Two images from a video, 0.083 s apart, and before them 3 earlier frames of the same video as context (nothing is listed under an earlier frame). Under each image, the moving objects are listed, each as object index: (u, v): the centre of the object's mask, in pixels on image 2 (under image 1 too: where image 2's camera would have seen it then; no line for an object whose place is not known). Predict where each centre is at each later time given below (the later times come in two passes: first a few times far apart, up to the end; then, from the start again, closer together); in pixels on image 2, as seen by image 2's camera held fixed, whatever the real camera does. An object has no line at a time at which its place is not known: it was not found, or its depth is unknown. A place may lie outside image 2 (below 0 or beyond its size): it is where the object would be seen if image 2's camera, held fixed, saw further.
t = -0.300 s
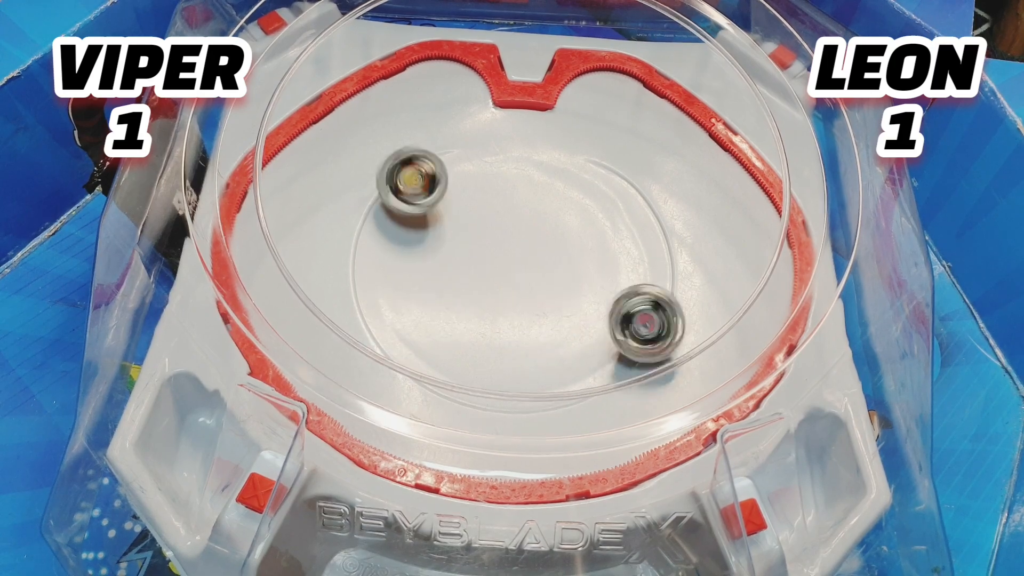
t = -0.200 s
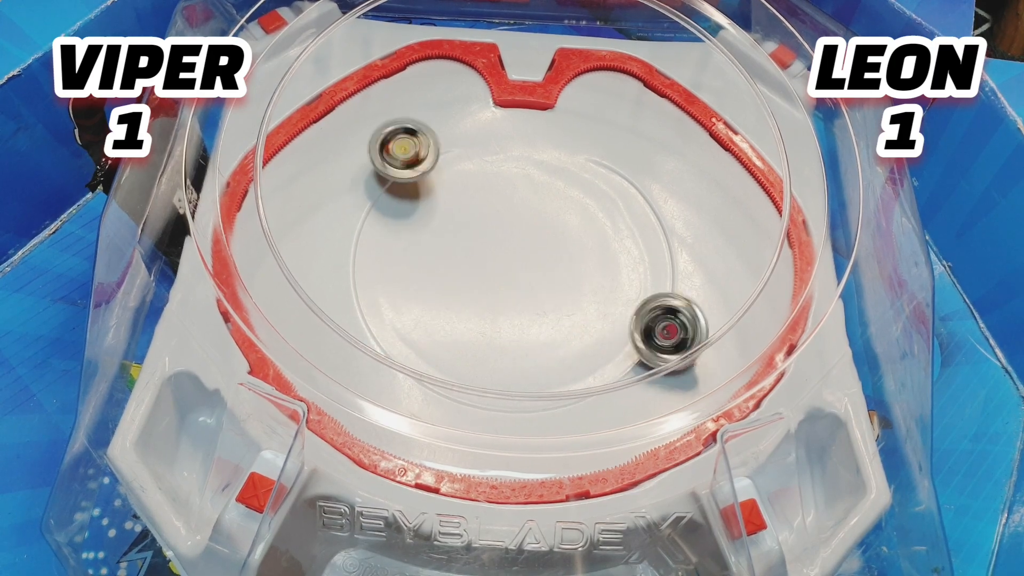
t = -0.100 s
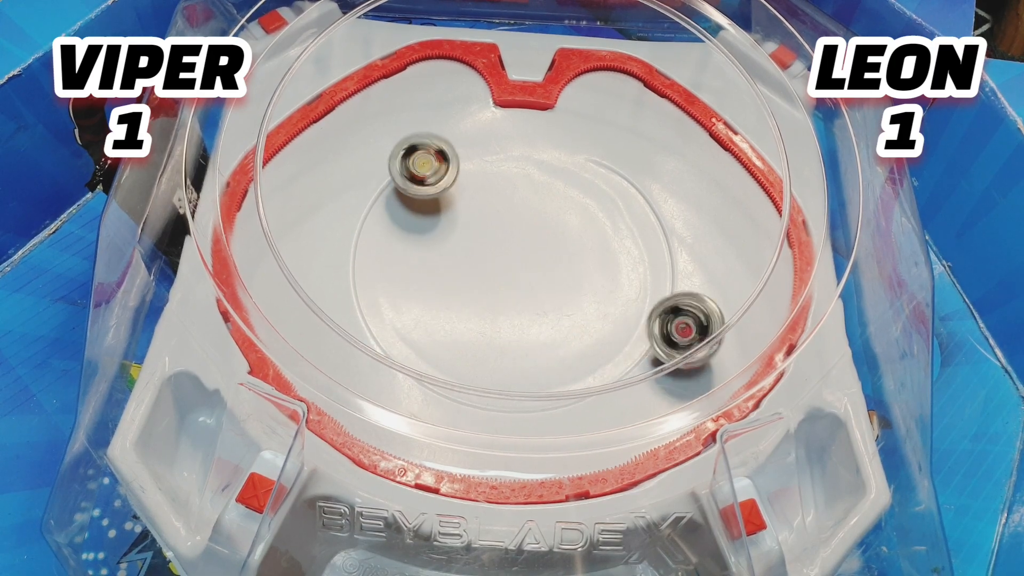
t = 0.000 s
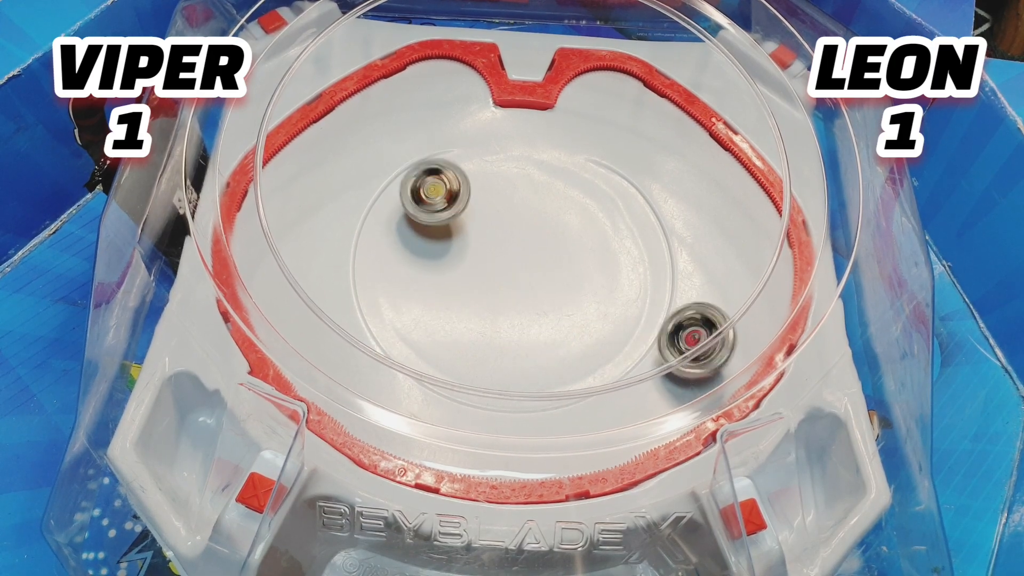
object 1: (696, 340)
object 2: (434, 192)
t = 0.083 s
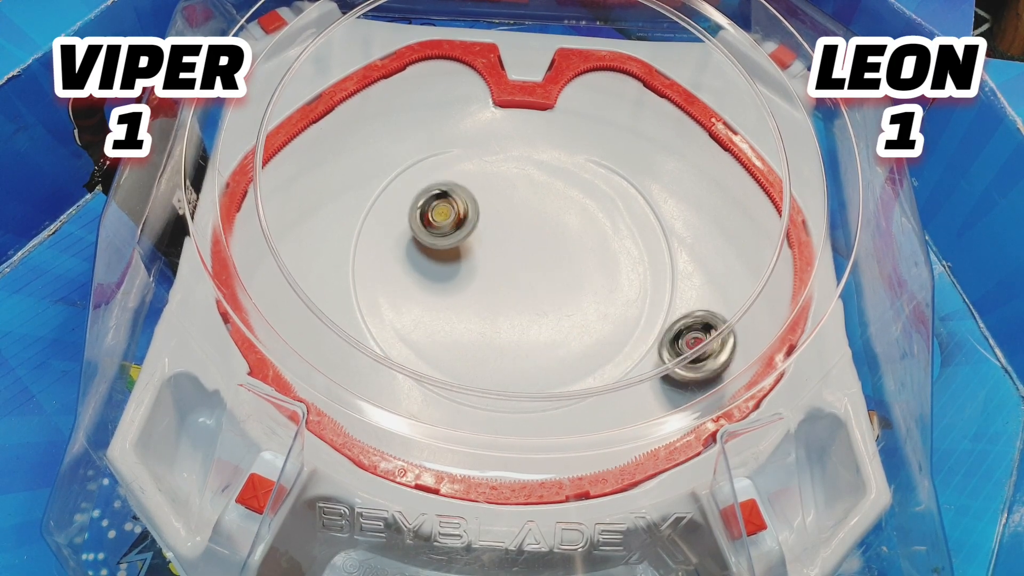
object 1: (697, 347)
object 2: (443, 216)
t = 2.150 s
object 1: (482, 273)
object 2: (575, 253)
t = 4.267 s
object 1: (490, 279)
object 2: (504, 207)
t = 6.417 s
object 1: (526, 186)
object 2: (453, 285)
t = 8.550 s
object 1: (512, 242)
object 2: (526, 314)
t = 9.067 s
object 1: (504, 204)
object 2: (562, 344)
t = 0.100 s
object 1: (697, 347)
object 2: (445, 220)
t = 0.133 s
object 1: (696, 347)
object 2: (447, 228)
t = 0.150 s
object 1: (696, 346)
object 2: (448, 233)
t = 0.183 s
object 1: (696, 346)
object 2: (450, 241)
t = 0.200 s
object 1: (695, 346)
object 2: (451, 245)
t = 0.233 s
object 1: (695, 346)
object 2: (452, 253)
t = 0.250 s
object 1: (694, 346)
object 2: (453, 257)
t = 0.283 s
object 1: (692, 345)
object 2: (454, 265)
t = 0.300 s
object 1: (691, 346)
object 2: (454, 270)
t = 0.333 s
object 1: (688, 344)
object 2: (455, 277)
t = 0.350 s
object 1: (686, 343)
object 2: (456, 281)
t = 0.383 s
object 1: (680, 342)
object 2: (456, 288)
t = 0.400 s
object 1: (672, 336)
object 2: (456, 292)
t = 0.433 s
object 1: (668, 336)
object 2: (456, 299)
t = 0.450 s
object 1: (665, 335)
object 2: (456, 301)
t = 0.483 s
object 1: (659, 333)
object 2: (456, 307)
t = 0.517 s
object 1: (649, 324)
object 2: (456, 312)
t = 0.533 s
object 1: (641, 323)
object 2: (456, 315)
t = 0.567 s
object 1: (629, 309)
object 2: (456, 319)
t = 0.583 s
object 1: (621, 303)
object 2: (456, 322)
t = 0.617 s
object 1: (608, 288)
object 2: (456, 325)
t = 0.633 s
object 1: (602, 280)
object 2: (456, 327)
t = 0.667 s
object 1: (590, 263)
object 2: (456, 329)
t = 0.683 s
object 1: (585, 255)
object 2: (457, 331)
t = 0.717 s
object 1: (573, 238)
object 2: (457, 332)
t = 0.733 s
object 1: (568, 230)
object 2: (457, 332)
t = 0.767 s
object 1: (559, 214)
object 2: (459, 332)
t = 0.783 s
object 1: (555, 206)
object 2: (460, 333)
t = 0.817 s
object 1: (547, 190)
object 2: (461, 332)
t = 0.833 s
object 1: (543, 182)
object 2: (463, 331)
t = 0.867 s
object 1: (535, 169)
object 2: (466, 329)
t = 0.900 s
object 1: (528, 158)
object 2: (469, 327)
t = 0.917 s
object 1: (526, 155)
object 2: (470, 325)
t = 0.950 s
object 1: (522, 150)
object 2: (475, 322)
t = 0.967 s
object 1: (521, 148)
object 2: (477, 320)
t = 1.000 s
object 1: (521, 148)
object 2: (482, 316)
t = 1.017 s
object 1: (521, 149)
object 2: (484, 315)
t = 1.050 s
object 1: (521, 151)
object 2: (490, 311)
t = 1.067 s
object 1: (521, 152)
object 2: (493, 309)
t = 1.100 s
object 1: (520, 156)
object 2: (498, 305)
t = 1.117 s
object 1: (519, 158)
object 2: (502, 303)
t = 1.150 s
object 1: (518, 163)
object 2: (508, 299)
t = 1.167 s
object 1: (518, 165)
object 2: (511, 297)
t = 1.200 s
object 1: (516, 170)
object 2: (518, 293)
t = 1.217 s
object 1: (515, 173)
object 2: (521, 291)
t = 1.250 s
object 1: (513, 178)
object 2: (528, 287)
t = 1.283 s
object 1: (511, 182)
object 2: (535, 284)
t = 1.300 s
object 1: (511, 184)
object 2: (539, 282)
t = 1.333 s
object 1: (510, 189)
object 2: (546, 279)
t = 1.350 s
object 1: (510, 191)
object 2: (550, 277)
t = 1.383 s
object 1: (511, 195)
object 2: (557, 274)
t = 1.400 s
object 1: (511, 198)
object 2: (560, 273)
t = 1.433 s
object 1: (512, 204)
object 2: (567, 270)
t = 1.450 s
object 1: (513, 207)
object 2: (571, 269)
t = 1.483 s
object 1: (513, 216)
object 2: (577, 266)
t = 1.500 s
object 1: (513, 221)
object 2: (580, 266)
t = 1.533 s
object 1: (514, 232)
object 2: (586, 264)
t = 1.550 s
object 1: (514, 237)
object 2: (589, 263)
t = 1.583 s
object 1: (514, 248)
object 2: (595, 262)
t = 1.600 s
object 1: (513, 253)
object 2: (597, 261)
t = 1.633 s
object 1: (511, 262)
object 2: (602, 260)
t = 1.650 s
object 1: (509, 267)
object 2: (604, 260)
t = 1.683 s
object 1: (507, 275)
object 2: (608, 260)
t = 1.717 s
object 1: (503, 281)
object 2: (611, 260)
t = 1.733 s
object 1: (502, 284)
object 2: (612, 259)
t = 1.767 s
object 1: (499, 286)
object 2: (614, 260)
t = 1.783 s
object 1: (497, 287)
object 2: (614, 260)
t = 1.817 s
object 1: (493, 289)
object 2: (615, 260)
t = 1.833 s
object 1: (491, 288)
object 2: (614, 260)
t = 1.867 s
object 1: (488, 289)
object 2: (614, 260)
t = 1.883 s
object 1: (486, 289)
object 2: (613, 260)
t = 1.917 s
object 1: (484, 288)
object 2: (610, 260)
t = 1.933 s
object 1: (484, 288)
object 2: (608, 260)
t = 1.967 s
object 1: (482, 286)
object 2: (605, 260)
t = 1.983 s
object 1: (482, 285)
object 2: (602, 260)
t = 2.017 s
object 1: (481, 283)
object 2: (597, 259)
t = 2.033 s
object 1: (481, 281)
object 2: (595, 258)
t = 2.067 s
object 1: (481, 279)
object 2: (589, 257)
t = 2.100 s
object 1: (481, 277)
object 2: (583, 255)
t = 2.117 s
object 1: (481, 275)
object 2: (581, 255)
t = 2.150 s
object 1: (482, 273)
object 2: (575, 253)
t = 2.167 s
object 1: (482, 271)
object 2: (571, 252)
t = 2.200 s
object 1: (484, 268)
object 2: (565, 249)
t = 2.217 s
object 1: (484, 267)
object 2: (562, 247)
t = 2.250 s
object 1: (486, 263)
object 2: (556, 244)
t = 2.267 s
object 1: (487, 261)
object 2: (553, 242)
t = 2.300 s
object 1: (485, 258)
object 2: (555, 239)
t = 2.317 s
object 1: (483, 251)
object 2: (557, 238)
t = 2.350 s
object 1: (478, 246)
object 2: (561, 235)
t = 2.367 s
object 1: (478, 243)
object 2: (561, 234)
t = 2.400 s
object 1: (477, 239)
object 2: (559, 230)
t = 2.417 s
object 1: (479, 238)
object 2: (558, 228)
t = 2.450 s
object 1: (481, 239)
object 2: (555, 222)
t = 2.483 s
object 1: (483, 239)
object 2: (554, 217)
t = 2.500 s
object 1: (485, 240)
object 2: (553, 215)
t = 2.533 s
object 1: (485, 241)
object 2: (555, 210)
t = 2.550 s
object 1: (476, 243)
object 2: (567, 207)
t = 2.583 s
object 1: (459, 248)
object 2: (588, 199)
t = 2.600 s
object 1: (454, 249)
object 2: (596, 196)
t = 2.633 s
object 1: (445, 254)
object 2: (607, 192)
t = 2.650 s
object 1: (443, 254)
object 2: (610, 190)
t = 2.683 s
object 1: (441, 258)
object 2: (612, 188)
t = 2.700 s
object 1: (441, 260)
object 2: (614, 186)
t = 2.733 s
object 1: (442, 262)
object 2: (617, 183)
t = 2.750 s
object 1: (442, 263)
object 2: (618, 183)
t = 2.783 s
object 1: (443, 264)
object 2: (623, 182)
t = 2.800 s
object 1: (443, 264)
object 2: (624, 183)
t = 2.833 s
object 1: (444, 264)
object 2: (627, 183)
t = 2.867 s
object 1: (446, 265)
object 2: (629, 185)
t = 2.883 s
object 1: (447, 265)
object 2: (630, 187)
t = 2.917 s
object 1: (449, 265)
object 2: (631, 190)
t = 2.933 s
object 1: (450, 265)
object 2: (631, 191)
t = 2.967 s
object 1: (452, 265)
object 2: (629, 196)
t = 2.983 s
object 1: (454, 265)
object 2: (628, 198)
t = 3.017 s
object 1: (456, 265)
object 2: (625, 202)
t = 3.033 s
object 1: (457, 264)
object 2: (624, 205)
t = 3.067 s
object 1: (460, 265)
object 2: (619, 209)
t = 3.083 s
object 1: (461, 265)
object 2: (615, 212)
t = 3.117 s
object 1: (462, 266)
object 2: (608, 216)
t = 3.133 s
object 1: (464, 267)
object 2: (604, 218)
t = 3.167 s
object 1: (465, 269)
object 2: (597, 221)
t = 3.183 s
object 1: (466, 269)
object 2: (592, 223)
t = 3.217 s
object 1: (467, 271)
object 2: (582, 226)
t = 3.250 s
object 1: (467, 273)
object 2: (573, 228)
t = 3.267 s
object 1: (467, 273)
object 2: (568, 228)
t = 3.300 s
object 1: (469, 274)
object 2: (558, 229)
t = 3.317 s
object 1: (468, 275)
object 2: (553, 229)
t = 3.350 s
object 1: (468, 275)
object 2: (544, 227)
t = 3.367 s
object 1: (468, 276)
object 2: (539, 226)
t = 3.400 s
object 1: (468, 276)
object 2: (529, 223)
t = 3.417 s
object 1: (468, 276)
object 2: (525, 222)
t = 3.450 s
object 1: (468, 277)
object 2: (517, 218)
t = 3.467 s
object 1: (467, 277)
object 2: (513, 215)
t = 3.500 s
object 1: (466, 278)
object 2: (505, 210)
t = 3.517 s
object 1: (466, 278)
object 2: (501, 207)
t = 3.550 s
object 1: (466, 277)
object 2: (496, 201)
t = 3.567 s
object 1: (465, 277)
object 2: (493, 199)
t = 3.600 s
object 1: (466, 276)
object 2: (488, 192)
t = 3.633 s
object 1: (466, 275)
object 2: (484, 185)
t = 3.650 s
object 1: (466, 275)
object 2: (483, 182)
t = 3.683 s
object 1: (467, 273)
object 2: (480, 177)
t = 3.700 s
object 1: (468, 273)
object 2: (479, 174)
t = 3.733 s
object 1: (469, 272)
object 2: (478, 168)
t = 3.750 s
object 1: (470, 271)
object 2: (478, 166)
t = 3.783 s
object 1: (472, 270)
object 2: (478, 162)
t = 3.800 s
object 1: (473, 270)
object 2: (479, 161)
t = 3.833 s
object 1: (475, 270)
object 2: (480, 158)
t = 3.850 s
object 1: (476, 270)
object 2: (481, 156)
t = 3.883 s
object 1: (478, 270)
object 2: (483, 155)
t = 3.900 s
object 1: (479, 270)
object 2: (485, 154)
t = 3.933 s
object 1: (481, 270)
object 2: (487, 155)
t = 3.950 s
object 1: (482, 270)
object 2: (489, 155)
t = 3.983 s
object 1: (484, 270)
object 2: (492, 157)
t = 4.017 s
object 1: (486, 271)
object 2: (495, 160)
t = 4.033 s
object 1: (486, 272)
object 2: (497, 162)
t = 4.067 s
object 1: (487, 273)
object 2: (499, 166)
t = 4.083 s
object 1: (489, 274)
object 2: (501, 168)
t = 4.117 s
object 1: (489, 275)
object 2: (503, 174)
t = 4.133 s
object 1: (489, 275)
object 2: (504, 177)
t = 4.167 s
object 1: (490, 276)
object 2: (505, 184)
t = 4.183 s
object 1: (490, 277)
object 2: (505, 187)
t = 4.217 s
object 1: (490, 277)
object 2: (505, 195)
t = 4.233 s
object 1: (490, 278)
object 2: (505, 198)
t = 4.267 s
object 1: (490, 279)
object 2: (504, 207)
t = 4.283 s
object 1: (490, 279)
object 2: (503, 210)
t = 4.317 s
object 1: (489, 279)
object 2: (501, 217)
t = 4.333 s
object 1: (487, 282)
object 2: (501, 219)
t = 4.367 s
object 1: (464, 308)
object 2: (517, 206)
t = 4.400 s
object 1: (446, 329)
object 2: (532, 190)
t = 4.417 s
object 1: (437, 339)
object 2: (538, 186)
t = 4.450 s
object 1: (425, 358)
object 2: (549, 176)
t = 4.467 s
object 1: (420, 365)
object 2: (553, 173)
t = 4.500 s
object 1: (418, 372)
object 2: (560, 169)
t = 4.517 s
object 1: (417, 372)
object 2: (562, 169)
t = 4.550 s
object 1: (416, 380)
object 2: (564, 170)
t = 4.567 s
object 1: (415, 380)
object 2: (563, 170)
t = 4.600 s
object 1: (413, 385)
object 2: (559, 171)
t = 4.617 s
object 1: (412, 385)
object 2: (556, 171)
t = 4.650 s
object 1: (411, 385)
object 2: (551, 171)
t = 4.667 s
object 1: (410, 386)
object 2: (549, 169)
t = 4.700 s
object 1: (411, 384)
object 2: (544, 168)
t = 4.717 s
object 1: (411, 386)
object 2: (542, 167)
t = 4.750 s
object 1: (412, 385)
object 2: (539, 165)
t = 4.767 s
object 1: (413, 385)
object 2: (537, 164)
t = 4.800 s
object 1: (414, 382)
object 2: (534, 164)
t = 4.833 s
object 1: (414, 379)
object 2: (530, 163)
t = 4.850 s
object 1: (415, 371)
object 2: (528, 163)
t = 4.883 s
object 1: (418, 368)
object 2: (524, 163)
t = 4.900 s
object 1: (420, 362)
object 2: (522, 163)
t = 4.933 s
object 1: (425, 348)
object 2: (519, 163)
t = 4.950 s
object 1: (428, 347)
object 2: (517, 164)
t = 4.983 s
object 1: (436, 343)
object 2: (513, 165)
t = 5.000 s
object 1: (441, 341)
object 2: (511, 166)
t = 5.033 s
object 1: (454, 334)
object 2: (507, 167)
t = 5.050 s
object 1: (461, 331)
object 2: (505, 169)
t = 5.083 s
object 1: (478, 324)
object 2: (501, 171)
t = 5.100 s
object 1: (486, 321)
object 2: (499, 172)
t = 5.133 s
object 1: (504, 314)
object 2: (494, 174)
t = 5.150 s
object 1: (513, 312)
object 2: (493, 175)
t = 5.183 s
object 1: (532, 307)
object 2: (488, 178)
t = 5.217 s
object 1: (550, 303)
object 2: (484, 180)
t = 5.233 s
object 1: (560, 301)
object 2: (482, 181)
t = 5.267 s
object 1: (577, 298)
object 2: (478, 183)
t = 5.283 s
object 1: (586, 296)
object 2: (476, 184)
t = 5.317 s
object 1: (602, 294)
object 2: (472, 186)
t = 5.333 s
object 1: (610, 293)
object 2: (470, 187)
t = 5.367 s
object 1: (622, 292)
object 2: (466, 189)
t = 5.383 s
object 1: (627, 292)
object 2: (463, 189)
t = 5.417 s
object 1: (634, 291)
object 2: (460, 192)
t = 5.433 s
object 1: (637, 291)
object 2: (458, 193)
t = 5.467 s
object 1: (636, 292)
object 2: (454, 194)
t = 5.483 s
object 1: (637, 292)
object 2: (452, 196)
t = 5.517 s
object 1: (635, 293)
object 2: (449, 198)
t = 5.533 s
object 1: (633, 293)
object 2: (448, 198)
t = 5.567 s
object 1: (630, 293)
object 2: (445, 200)
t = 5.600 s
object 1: (627, 291)
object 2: (442, 202)
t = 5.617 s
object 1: (626, 290)
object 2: (441, 204)
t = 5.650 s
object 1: (622, 289)
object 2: (439, 206)
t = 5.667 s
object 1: (620, 287)
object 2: (438, 207)
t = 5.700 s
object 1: (613, 286)
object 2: (436, 209)
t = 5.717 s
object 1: (608, 286)
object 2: (436, 210)
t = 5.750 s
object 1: (598, 285)
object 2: (435, 214)
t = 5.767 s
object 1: (592, 284)
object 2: (435, 215)
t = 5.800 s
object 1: (581, 281)
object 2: (435, 219)
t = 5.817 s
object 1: (575, 279)
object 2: (435, 220)
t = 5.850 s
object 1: (562, 274)
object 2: (435, 224)
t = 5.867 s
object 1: (556, 268)
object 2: (435, 225)
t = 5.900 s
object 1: (544, 261)
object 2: (436, 229)
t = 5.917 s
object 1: (538, 255)
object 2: (436, 231)
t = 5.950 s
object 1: (528, 246)
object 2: (438, 235)
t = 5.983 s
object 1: (520, 235)
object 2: (439, 239)
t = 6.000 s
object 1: (516, 230)
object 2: (439, 241)
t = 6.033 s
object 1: (510, 218)
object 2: (440, 245)
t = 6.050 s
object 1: (509, 213)
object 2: (440, 247)
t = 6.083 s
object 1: (506, 202)
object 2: (442, 250)
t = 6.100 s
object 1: (504, 197)
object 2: (442, 253)
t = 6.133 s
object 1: (504, 189)
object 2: (443, 256)
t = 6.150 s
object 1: (504, 186)
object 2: (444, 259)
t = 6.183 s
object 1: (506, 181)
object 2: (445, 262)
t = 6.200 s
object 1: (506, 178)
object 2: (445, 264)
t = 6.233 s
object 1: (510, 177)
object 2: (446, 268)
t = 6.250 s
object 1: (512, 176)
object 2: (447, 270)
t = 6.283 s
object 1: (514, 176)
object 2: (447, 273)
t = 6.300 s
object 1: (516, 177)
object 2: (448, 275)
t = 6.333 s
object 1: (519, 178)
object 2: (449, 278)
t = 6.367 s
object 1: (522, 180)
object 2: (450, 281)
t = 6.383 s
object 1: (523, 182)
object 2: (451, 282)
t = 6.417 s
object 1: (526, 186)
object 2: (453, 285)
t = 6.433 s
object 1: (529, 188)
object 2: (453, 287)
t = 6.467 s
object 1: (531, 194)
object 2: (455, 289)
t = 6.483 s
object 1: (532, 197)
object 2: (456, 290)
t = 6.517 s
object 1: (534, 205)
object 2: (458, 292)
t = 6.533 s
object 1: (535, 209)
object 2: (459, 293)
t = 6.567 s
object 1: (536, 220)
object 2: (462, 294)
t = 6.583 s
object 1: (536, 226)
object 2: (464, 295)
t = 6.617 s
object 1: (533, 236)
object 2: (467, 296)
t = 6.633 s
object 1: (532, 242)
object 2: (468, 297)
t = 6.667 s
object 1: (527, 251)
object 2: (472, 297)
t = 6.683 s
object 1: (525, 256)
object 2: (474, 298)
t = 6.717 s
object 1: (537, 260)
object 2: (453, 306)
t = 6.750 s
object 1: (557, 260)
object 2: (420, 316)
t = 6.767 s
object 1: (567, 252)
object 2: (405, 321)
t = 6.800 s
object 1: (585, 248)
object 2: (385, 324)
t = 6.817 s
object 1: (590, 246)
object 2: (379, 324)
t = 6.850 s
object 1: (600, 239)
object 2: (371, 321)
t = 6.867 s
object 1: (603, 239)
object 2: (368, 321)
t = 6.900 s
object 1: (606, 237)
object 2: (364, 319)
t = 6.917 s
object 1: (606, 238)
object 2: (363, 318)
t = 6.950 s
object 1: (602, 235)
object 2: (363, 317)
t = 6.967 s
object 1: (601, 236)
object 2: (364, 316)
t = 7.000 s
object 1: (597, 236)
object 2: (364, 314)
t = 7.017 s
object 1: (595, 237)
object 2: (365, 313)
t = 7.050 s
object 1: (588, 241)
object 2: (365, 311)
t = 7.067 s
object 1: (583, 241)
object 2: (367, 310)
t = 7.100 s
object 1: (575, 241)
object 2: (369, 308)
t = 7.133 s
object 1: (568, 241)
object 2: (373, 308)
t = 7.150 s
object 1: (565, 241)
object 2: (376, 308)
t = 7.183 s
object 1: (560, 241)
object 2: (385, 309)
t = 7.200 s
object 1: (557, 243)
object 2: (390, 309)
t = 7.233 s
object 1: (553, 246)
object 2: (401, 309)
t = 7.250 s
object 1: (551, 243)
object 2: (407, 309)
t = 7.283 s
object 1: (544, 241)
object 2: (418, 309)
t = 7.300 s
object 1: (541, 241)
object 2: (424, 309)
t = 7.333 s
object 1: (534, 240)
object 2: (435, 310)
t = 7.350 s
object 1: (532, 238)
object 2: (441, 309)
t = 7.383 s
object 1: (528, 233)
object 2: (451, 311)
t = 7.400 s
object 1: (525, 232)
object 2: (455, 311)
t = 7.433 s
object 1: (524, 228)
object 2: (464, 312)
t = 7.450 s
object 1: (524, 227)
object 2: (467, 312)
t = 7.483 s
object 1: (523, 224)
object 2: (472, 314)
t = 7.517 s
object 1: (525, 223)
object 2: (476, 315)
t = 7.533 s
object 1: (525, 223)
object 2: (477, 315)
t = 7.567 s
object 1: (525, 222)
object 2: (479, 317)
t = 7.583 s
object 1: (526, 221)
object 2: (480, 318)
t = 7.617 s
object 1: (524, 223)
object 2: (481, 319)
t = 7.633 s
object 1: (523, 224)
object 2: (481, 320)
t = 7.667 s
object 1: (524, 225)
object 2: (480, 322)
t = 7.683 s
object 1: (524, 225)
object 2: (480, 322)
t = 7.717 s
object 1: (526, 226)
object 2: (479, 322)
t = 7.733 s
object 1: (527, 228)
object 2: (479, 322)
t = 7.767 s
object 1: (525, 230)
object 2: (478, 320)
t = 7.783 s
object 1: (525, 232)
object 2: (478, 320)
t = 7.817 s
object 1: (524, 234)
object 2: (479, 318)
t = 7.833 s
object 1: (523, 235)
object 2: (481, 316)
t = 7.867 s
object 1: (519, 237)
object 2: (483, 315)
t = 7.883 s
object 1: (517, 238)
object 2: (484, 314)
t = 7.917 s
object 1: (514, 237)
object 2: (487, 312)
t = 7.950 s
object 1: (511, 236)
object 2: (490, 311)
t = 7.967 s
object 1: (510, 236)
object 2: (493, 311)
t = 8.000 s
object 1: (511, 235)
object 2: (497, 310)
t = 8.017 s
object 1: (511, 234)
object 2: (499, 310)
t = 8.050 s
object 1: (511, 233)
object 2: (502, 311)
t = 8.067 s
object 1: (510, 232)
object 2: (504, 311)
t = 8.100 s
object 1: (509, 233)
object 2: (507, 311)
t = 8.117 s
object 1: (510, 234)
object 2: (508, 311)
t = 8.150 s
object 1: (510, 235)
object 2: (510, 311)
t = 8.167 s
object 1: (509, 235)
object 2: (511, 311)
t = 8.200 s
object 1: (510, 234)
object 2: (514, 310)
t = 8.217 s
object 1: (509, 233)
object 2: (516, 310)
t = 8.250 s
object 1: (508, 234)
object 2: (519, 311)
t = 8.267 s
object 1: (509, 235)
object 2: (521, 311)
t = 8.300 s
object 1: (510, 236)
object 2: (524, 312)
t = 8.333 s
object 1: (511, 238)
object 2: (525, 313)
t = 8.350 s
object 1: (511, 237)
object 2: (526, 314)
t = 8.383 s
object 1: (509, 240)
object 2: (527, 316)
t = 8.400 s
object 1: (509, 241)
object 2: (527, 316)
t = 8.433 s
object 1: (508, 242)
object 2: (526, 317)
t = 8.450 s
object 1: (508, 241)
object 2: (526, 318)
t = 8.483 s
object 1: (508, 241)
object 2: (526, 317)
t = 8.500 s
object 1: (508, 242)
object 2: (525, 316)
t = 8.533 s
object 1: (510, 241)
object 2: (526, 315)
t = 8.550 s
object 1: (512, 242)
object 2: (526, 314)
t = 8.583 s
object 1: (512, 242)
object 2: (526, 312)
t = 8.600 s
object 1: (511, 242)
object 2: (527, 311)
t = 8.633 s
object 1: (509, 241)
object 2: (528, 308)
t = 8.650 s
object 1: (508, 240)
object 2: (529, 307)
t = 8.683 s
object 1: (506, 241)
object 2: (530, 304)
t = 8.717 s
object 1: (505, 242)
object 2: (534, 302)
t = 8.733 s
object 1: (506, 241)
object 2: (535, 301)
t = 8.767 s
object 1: (508, 241)
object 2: (538, 300)
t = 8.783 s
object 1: (508, 242)
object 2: (539, 300)
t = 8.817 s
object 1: (508, 242)
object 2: (541, 299)
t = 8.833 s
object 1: (508, 242)
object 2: (542, 298)
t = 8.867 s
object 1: (509, 244)
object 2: (544, 297)
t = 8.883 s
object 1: (507, 246)
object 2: (545, 296)
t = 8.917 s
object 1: (508, 244)
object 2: (547, 295)
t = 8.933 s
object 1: (508, 243)
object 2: (548, 294)
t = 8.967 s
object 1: (505, 235)
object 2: (555, 309)
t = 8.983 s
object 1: (503, 232)
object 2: (557, 319)
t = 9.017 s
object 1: (503, 218)
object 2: (561, 333)
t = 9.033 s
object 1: (503, 213)
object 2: (562, 337)
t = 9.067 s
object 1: (504, 204)
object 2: (562, 344)
